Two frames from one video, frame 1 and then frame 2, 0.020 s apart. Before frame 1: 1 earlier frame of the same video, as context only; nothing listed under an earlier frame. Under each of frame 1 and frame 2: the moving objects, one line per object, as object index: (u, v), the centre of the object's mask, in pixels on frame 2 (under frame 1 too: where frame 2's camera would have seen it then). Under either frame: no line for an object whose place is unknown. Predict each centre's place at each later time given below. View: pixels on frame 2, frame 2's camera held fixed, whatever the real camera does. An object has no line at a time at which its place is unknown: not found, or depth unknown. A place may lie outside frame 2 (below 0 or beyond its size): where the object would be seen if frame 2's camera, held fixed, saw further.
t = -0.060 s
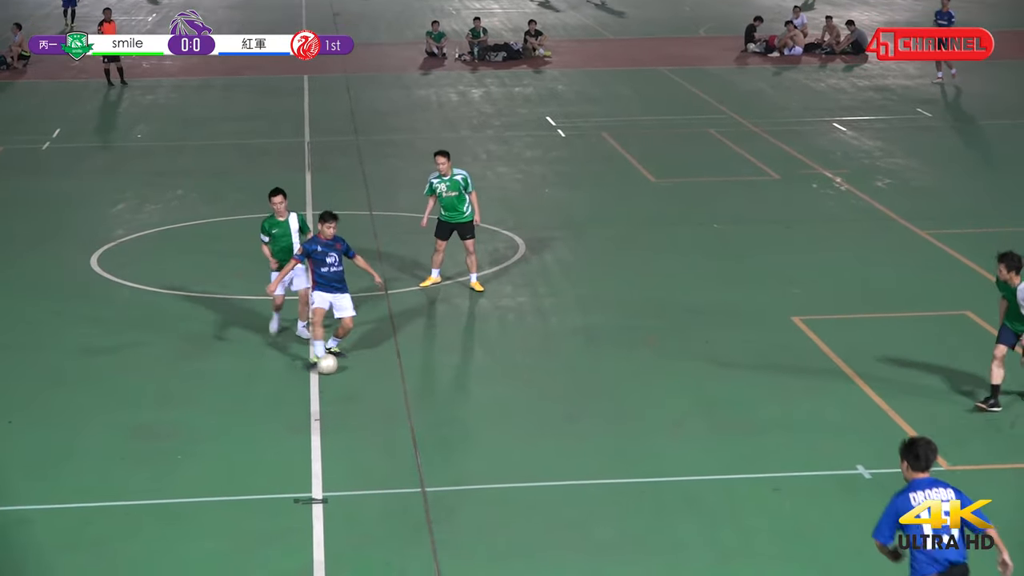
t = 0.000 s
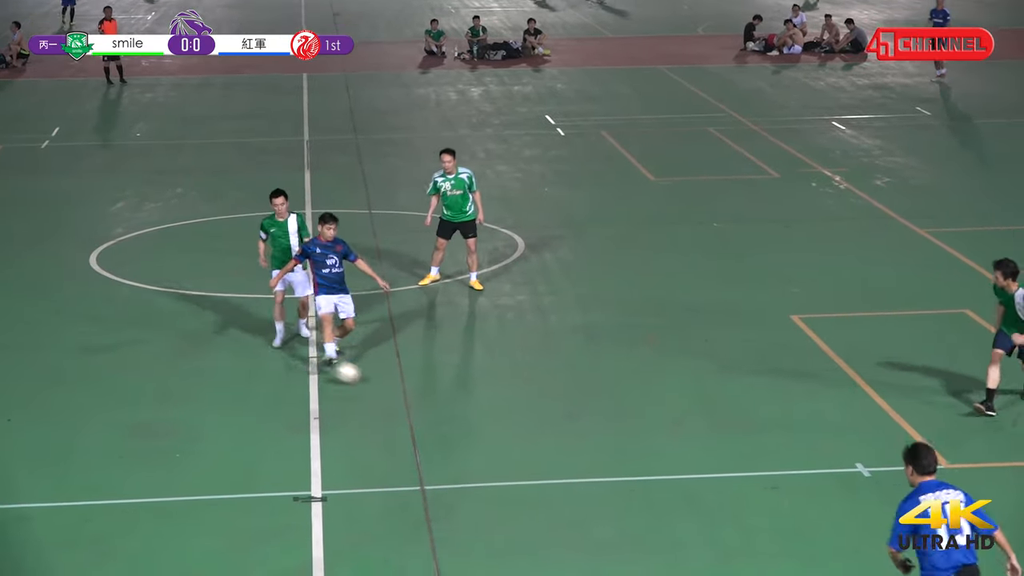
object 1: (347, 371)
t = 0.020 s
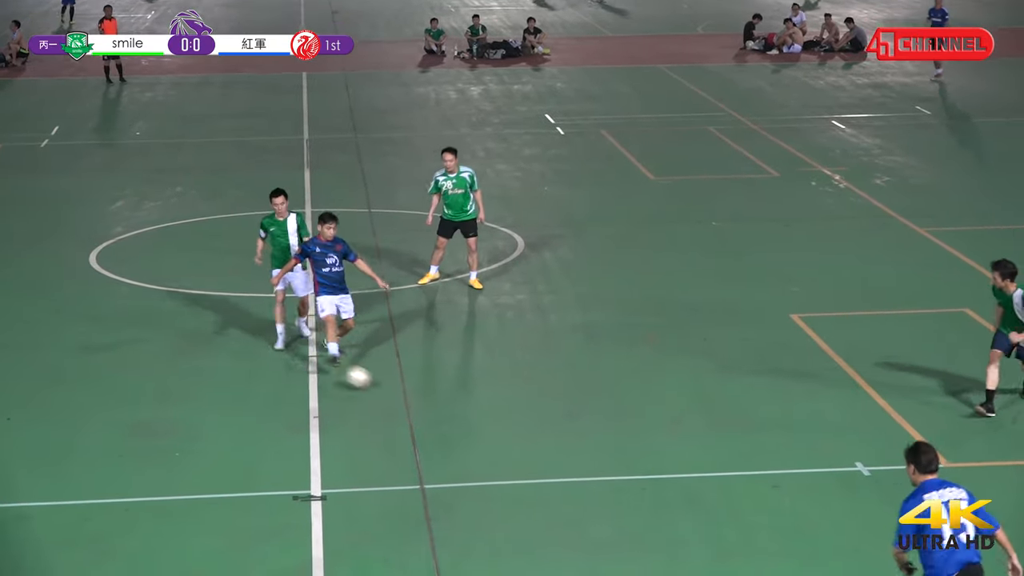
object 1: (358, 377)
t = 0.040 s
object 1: (369, 383)
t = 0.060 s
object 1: (381, 390)
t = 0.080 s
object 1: (392, 396)
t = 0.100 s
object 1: (404, 403)
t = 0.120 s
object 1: (415, 408)
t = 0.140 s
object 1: (426, 413)
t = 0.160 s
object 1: (438, 417)
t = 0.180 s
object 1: (449, 423)
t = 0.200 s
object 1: (461, 429)
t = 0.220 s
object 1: (473, 435)
